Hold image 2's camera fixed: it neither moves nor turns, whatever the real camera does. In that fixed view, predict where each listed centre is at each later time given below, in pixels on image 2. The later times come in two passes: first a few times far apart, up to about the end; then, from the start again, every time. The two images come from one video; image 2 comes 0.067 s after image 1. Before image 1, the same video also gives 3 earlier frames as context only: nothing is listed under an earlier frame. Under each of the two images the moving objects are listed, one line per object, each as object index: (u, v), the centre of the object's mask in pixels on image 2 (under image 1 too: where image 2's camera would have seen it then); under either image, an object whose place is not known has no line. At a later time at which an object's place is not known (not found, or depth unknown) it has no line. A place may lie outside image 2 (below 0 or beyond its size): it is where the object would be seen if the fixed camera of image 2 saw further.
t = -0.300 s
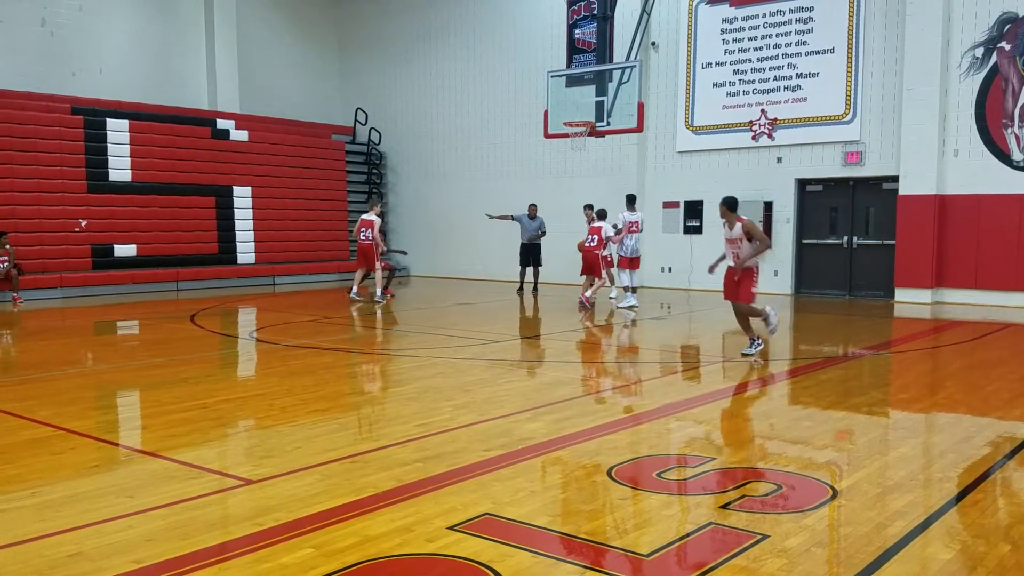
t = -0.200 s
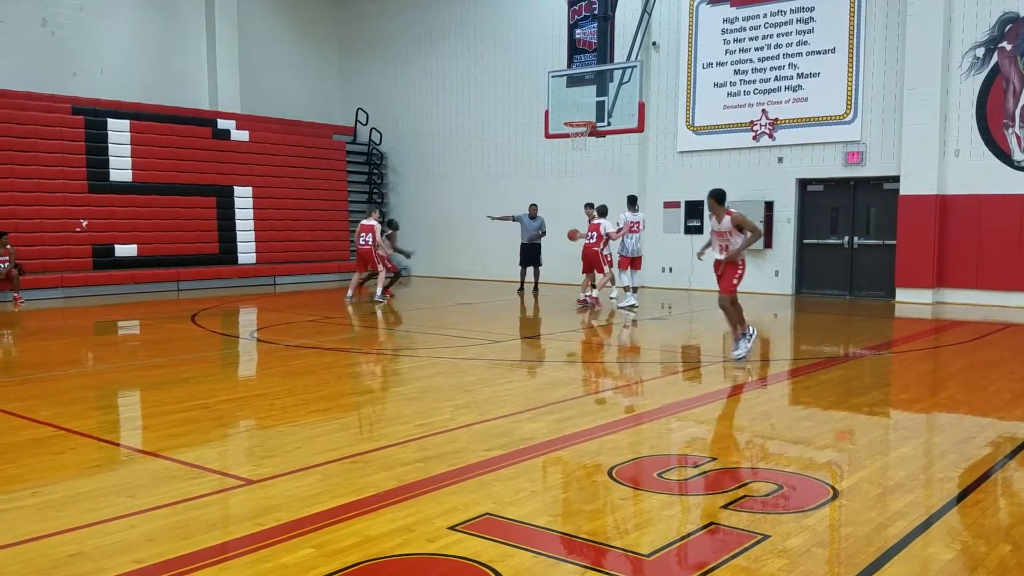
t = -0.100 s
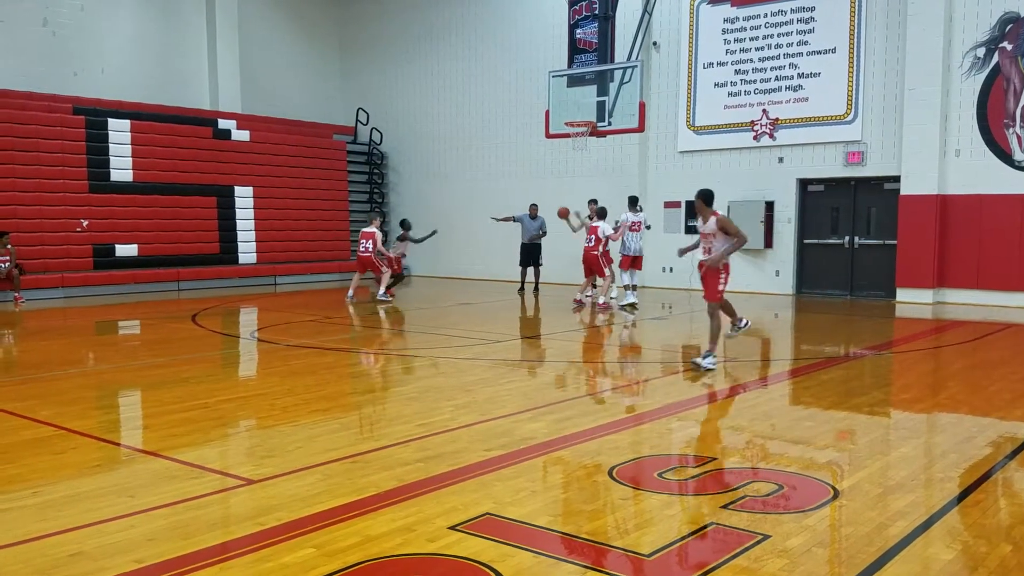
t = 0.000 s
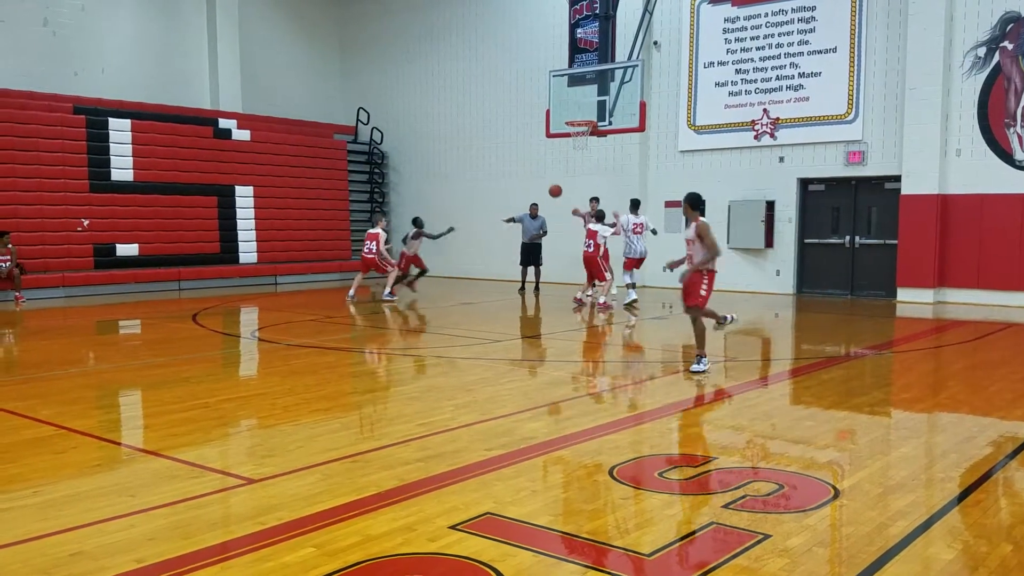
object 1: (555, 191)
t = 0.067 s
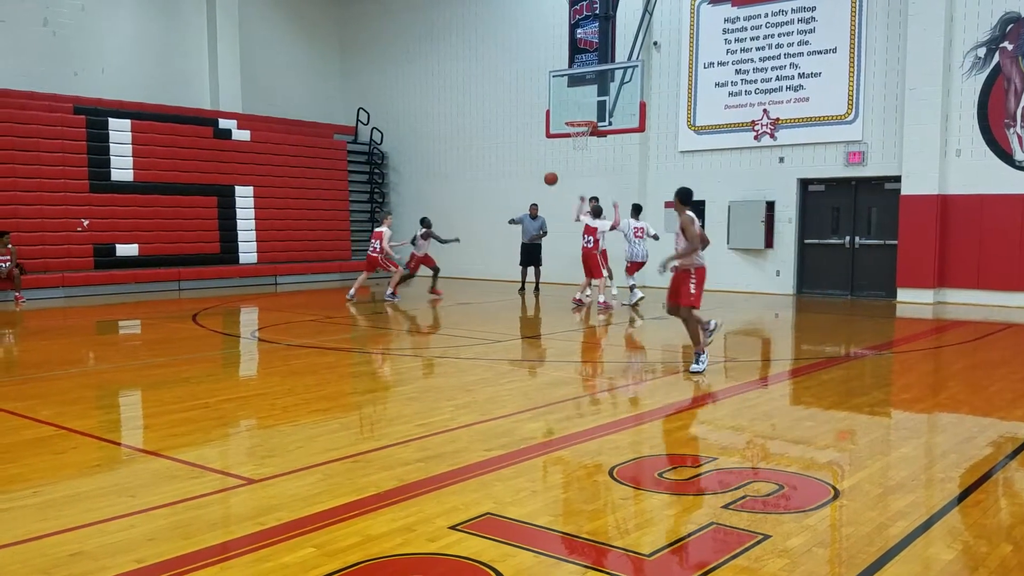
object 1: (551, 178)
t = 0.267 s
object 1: (535, 150)
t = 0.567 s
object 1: (498, 150)
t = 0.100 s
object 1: (548, 173)
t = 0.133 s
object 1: (546, 167)
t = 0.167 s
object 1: (543, 162)
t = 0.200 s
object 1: (540, 158)
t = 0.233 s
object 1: (538, 154)
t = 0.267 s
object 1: (535, 150)
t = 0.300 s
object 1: (531, 147)
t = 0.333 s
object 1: (528, 145)
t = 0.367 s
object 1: (524, 144)
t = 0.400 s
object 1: (520, 143)
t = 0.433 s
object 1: (516, 142)
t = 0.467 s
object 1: (512, 143)
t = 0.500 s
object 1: (507, 144)
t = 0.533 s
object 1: (503, 147)
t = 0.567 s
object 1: (498, 150)
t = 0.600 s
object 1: (492, 154)
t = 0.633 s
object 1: (487, 159)
